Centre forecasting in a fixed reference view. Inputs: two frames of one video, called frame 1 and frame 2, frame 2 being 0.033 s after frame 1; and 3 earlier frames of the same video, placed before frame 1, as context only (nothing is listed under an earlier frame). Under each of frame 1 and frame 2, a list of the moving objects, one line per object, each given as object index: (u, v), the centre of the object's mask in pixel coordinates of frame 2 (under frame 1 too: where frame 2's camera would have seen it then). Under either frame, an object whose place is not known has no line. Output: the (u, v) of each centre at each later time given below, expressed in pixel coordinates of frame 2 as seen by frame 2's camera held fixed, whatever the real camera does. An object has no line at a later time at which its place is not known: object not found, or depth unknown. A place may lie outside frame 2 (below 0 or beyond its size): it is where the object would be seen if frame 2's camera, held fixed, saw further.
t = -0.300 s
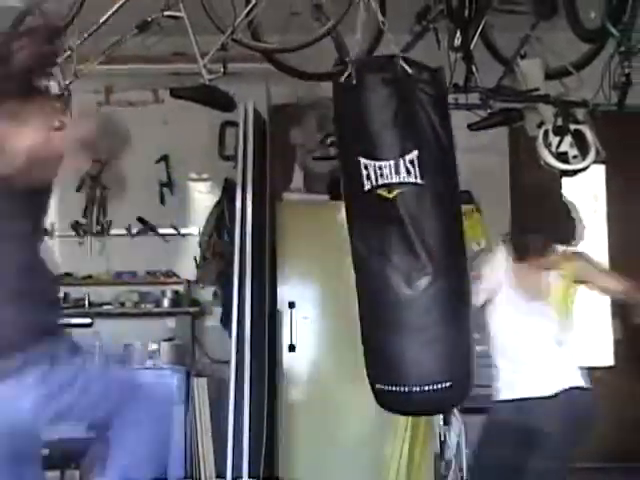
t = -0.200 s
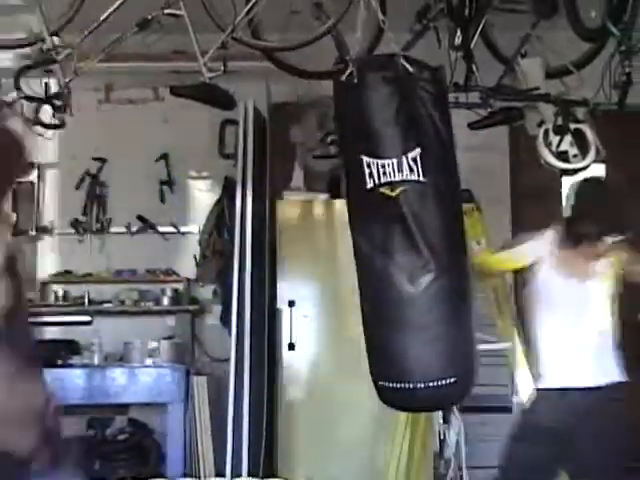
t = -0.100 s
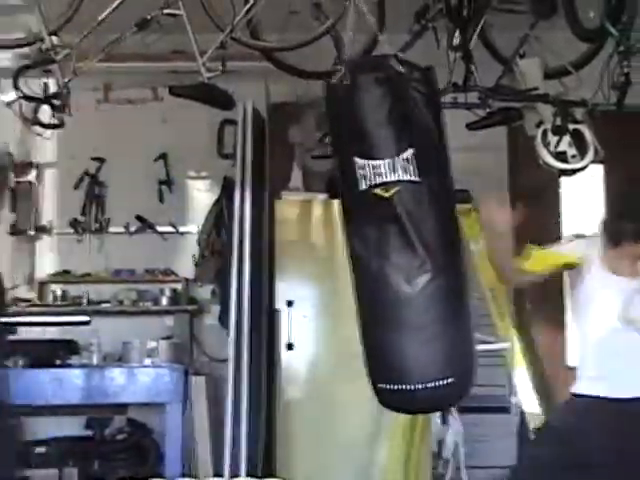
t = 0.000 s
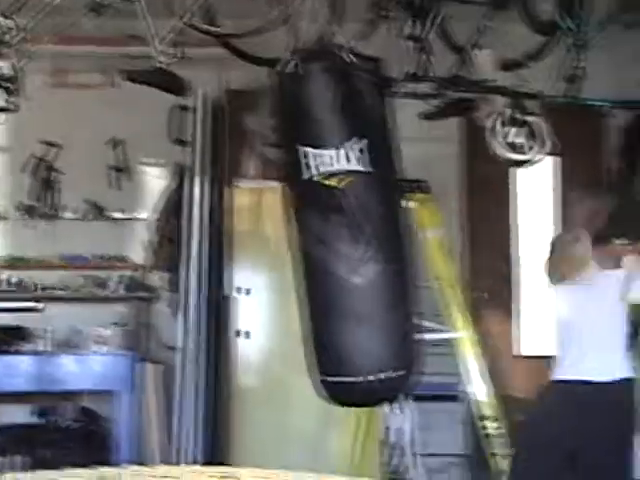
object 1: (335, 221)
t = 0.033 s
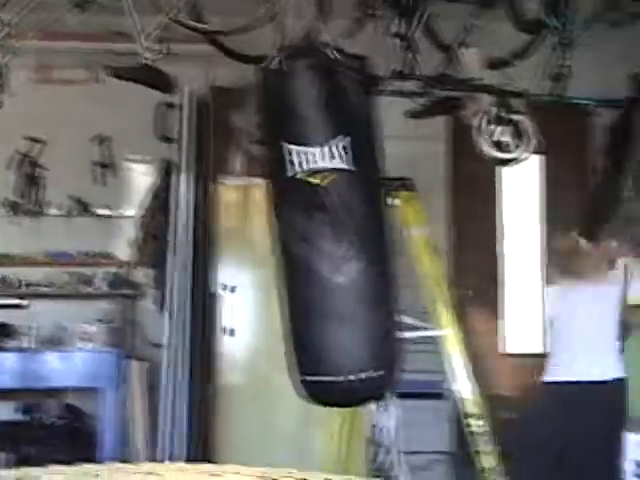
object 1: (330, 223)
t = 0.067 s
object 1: (326, 224)
